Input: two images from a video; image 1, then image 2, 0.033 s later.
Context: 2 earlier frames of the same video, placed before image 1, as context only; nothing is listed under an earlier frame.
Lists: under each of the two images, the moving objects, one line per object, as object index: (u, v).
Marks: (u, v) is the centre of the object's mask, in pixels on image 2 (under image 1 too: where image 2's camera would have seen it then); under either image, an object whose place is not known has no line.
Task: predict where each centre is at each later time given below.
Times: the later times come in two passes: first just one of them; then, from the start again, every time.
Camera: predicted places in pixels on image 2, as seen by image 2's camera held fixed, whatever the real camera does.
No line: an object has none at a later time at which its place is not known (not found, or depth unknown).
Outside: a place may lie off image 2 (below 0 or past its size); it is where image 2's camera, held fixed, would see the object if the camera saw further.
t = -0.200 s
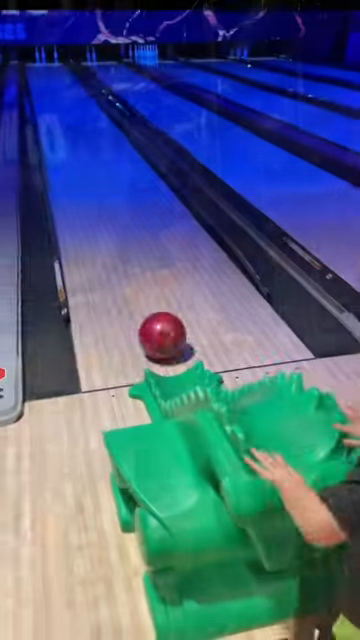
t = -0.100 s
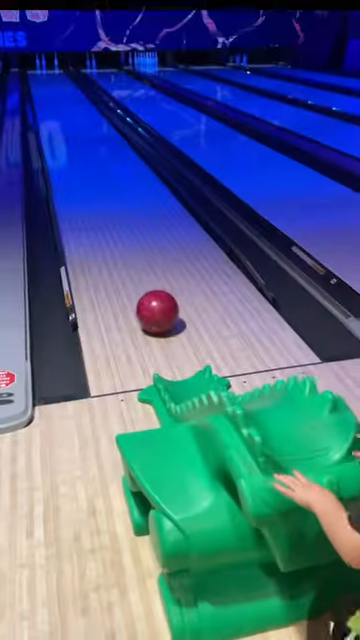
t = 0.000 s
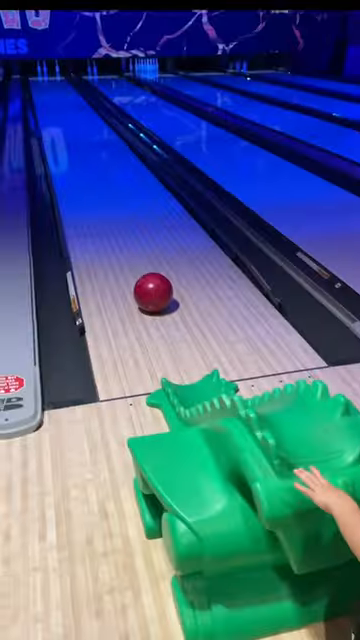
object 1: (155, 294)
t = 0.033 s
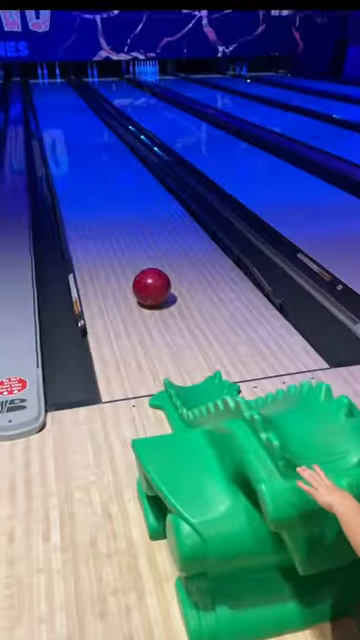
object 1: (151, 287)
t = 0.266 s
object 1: (132, 247)
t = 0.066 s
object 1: (148, 280)
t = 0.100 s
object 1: (145, 274)
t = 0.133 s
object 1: (142, 268)
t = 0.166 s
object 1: (139, 263)
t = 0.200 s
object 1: (137, 257)
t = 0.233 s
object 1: (134, 252)
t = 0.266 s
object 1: (132, 247)
